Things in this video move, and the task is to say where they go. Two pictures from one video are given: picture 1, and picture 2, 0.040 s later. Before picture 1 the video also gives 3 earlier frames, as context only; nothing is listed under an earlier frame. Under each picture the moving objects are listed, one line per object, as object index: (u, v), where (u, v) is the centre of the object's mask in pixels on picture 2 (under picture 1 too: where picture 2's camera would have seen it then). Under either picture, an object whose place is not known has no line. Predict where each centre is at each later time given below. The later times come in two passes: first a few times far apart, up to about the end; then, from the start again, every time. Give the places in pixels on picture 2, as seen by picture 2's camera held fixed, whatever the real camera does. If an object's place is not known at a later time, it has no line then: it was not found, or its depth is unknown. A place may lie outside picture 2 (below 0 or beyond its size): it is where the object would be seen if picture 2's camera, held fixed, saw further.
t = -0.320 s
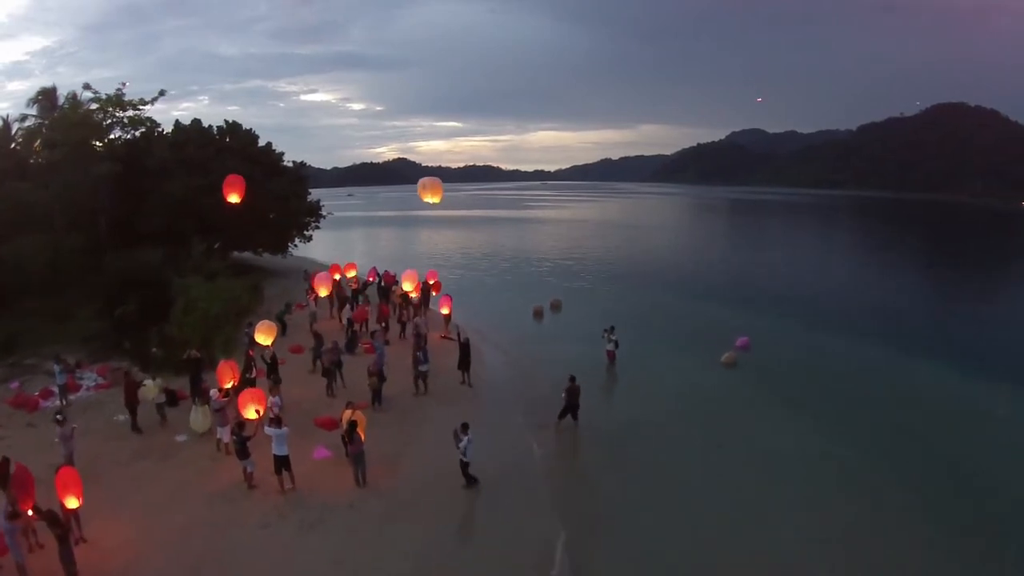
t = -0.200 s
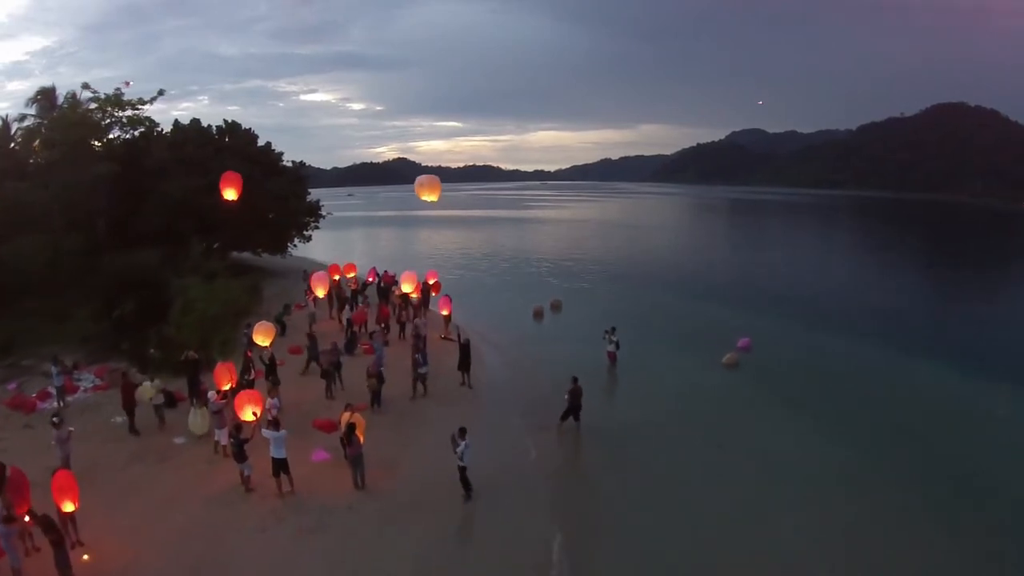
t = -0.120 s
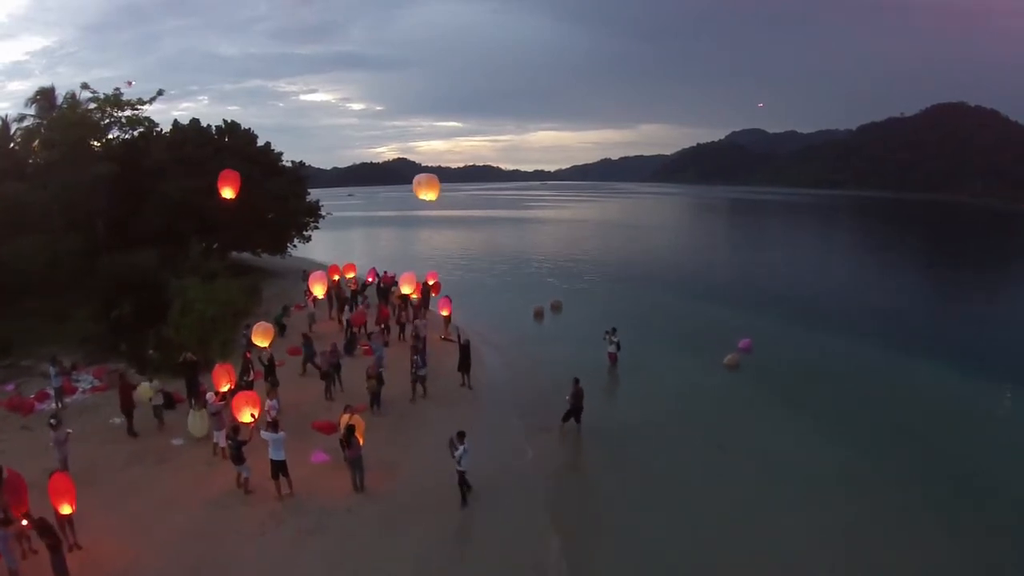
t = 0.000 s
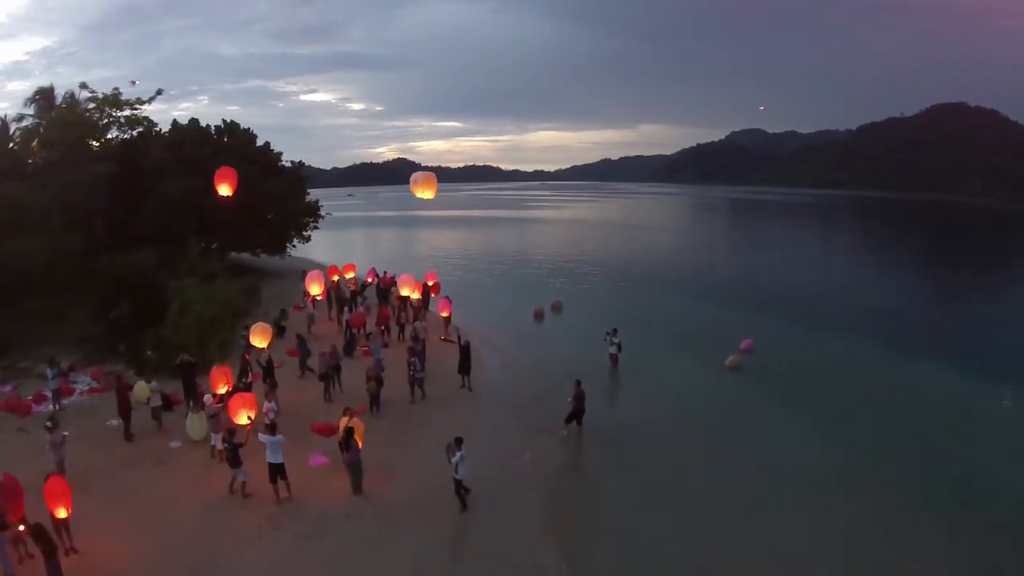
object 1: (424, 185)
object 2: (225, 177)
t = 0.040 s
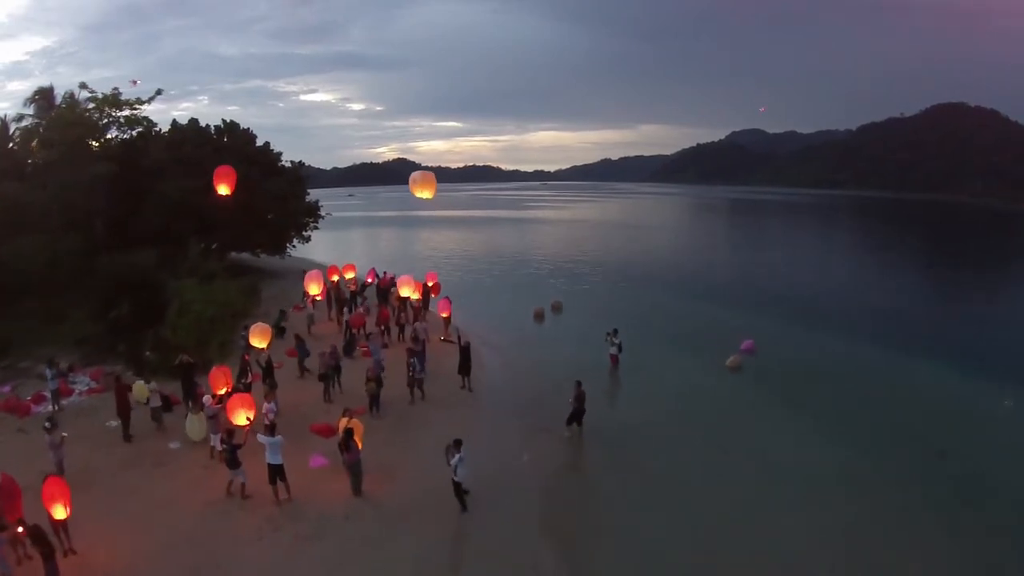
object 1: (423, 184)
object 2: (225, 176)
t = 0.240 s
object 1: (418, 181)
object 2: (221, 170)
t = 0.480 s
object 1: (411, 178)
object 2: (215, 163)
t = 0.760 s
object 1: (402, 175)
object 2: (208, 155)
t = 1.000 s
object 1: (392, 173)
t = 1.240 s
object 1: (382, 171)
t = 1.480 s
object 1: (369, 170)
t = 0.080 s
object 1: (422, 183)
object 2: (224, 174)
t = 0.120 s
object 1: (421, 183)
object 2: (224, 173)
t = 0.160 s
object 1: (420, 182)
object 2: (223, 172)
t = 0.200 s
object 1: (419, 182)
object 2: (221, 171)
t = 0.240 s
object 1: (418, 181)
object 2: (221, 170)
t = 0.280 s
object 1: (417, 181)
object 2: (220, 169)
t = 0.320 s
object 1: (416, 180)
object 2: (219, 168)
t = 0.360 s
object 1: (415, 180)
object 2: (218, 167)
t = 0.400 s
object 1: (414, 179)
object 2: (217, 165)
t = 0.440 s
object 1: (413, 179)
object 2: (217, 164)
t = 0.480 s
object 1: (411, 178)
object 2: (215, 163)
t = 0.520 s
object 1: (410, 178)
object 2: (214, 163)
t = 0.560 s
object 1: (409, 177)
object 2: (214, 162)
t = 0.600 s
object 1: (407, 177)
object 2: (212, 160)
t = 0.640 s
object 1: (406, 176)
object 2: (211, 159)
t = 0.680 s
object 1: (405, 176)
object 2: (210, 158)
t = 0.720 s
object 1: (403, 175)
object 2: (209, 157)
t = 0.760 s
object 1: (402, 175)
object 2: (208, 155)
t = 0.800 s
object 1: (400, 175)
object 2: (207, 153)
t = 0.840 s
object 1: (399, 174)
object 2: (206, 152)
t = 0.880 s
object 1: (397, 174)
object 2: (205, 151)
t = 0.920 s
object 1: (396, 174)
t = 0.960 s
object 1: (394, 174)
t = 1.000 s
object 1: (392, 173)
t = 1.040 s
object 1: (391, 173)
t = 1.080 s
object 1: (389, 173)
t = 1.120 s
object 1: (387, 172)
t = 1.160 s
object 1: (385, 172)
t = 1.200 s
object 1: (384, 172)
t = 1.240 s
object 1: (382, 171)
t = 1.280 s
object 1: (380, 171)
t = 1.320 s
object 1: (378, 171)
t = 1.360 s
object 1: (375, 171)
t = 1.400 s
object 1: (373, 170)
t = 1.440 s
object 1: (371, 170)
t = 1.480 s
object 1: (369, 170)
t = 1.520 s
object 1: (367, 170)
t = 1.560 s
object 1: (364, 169)
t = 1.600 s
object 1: (362, 169)
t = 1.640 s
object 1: (360, 169)
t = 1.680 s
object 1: (357, 169)
